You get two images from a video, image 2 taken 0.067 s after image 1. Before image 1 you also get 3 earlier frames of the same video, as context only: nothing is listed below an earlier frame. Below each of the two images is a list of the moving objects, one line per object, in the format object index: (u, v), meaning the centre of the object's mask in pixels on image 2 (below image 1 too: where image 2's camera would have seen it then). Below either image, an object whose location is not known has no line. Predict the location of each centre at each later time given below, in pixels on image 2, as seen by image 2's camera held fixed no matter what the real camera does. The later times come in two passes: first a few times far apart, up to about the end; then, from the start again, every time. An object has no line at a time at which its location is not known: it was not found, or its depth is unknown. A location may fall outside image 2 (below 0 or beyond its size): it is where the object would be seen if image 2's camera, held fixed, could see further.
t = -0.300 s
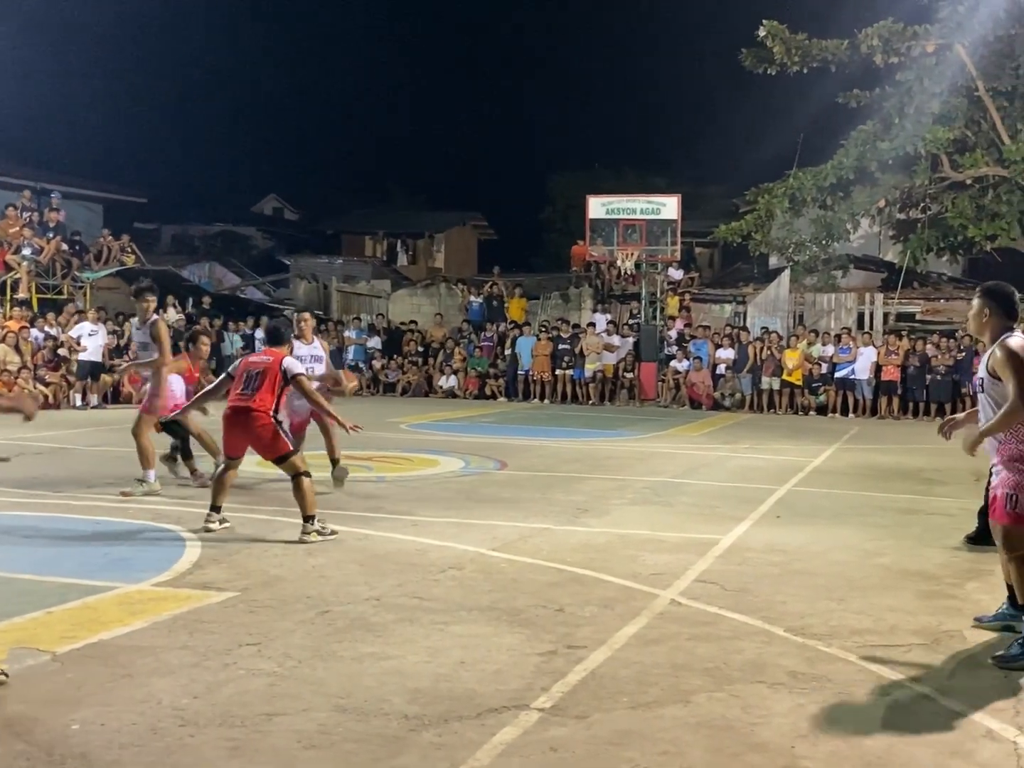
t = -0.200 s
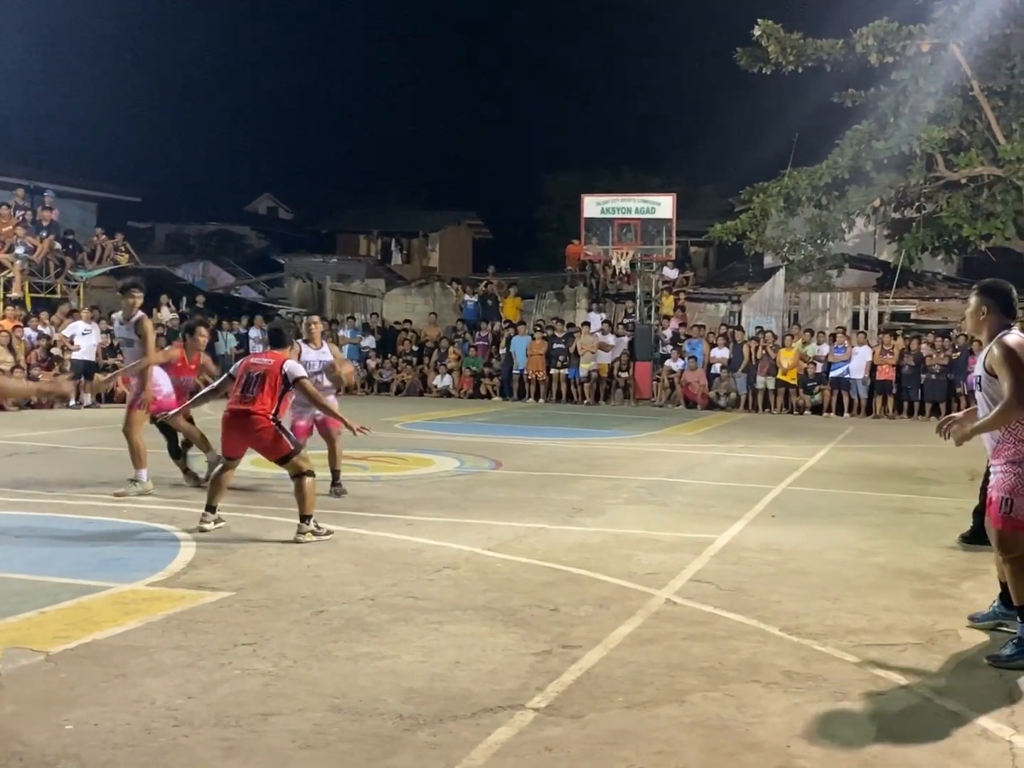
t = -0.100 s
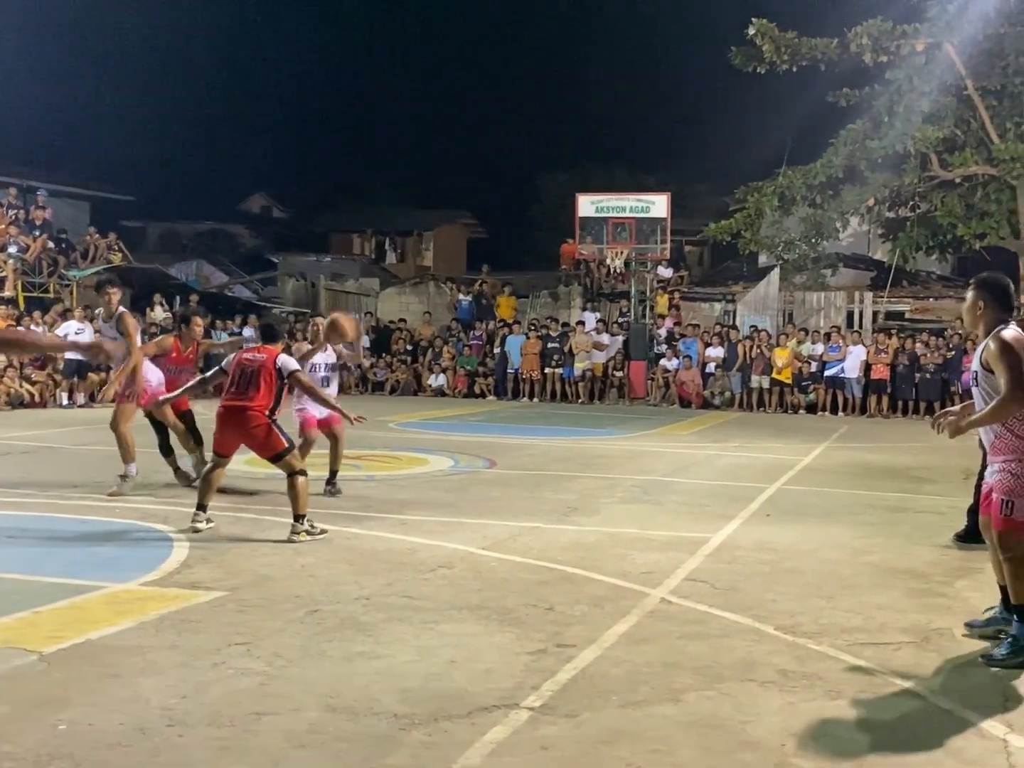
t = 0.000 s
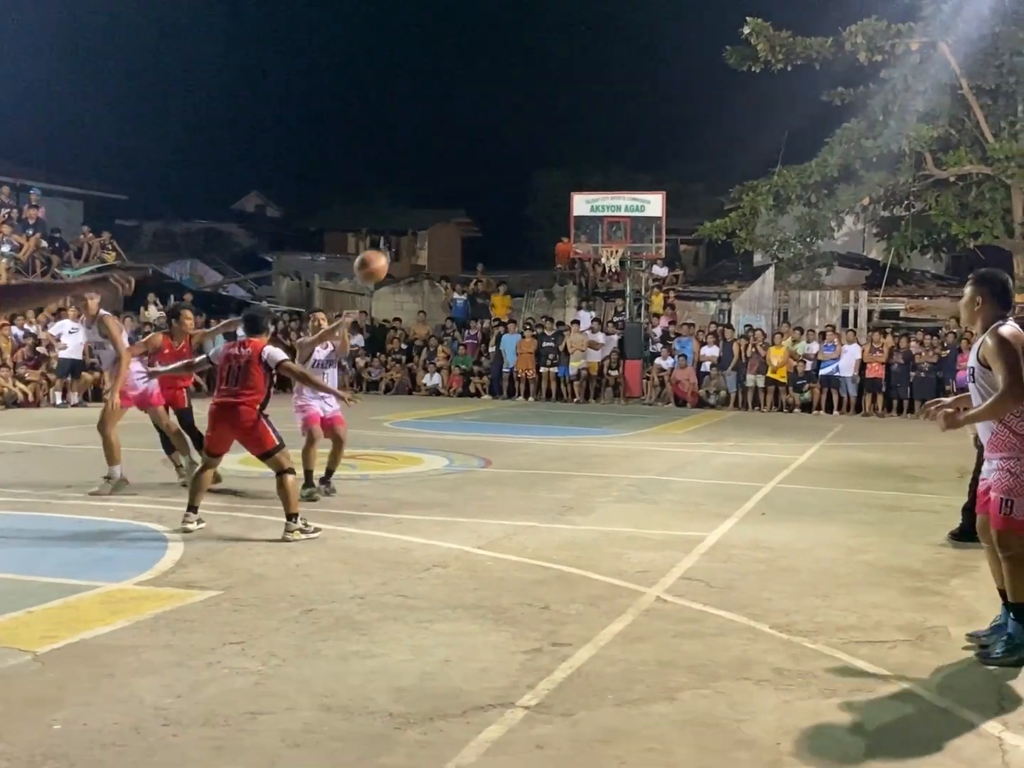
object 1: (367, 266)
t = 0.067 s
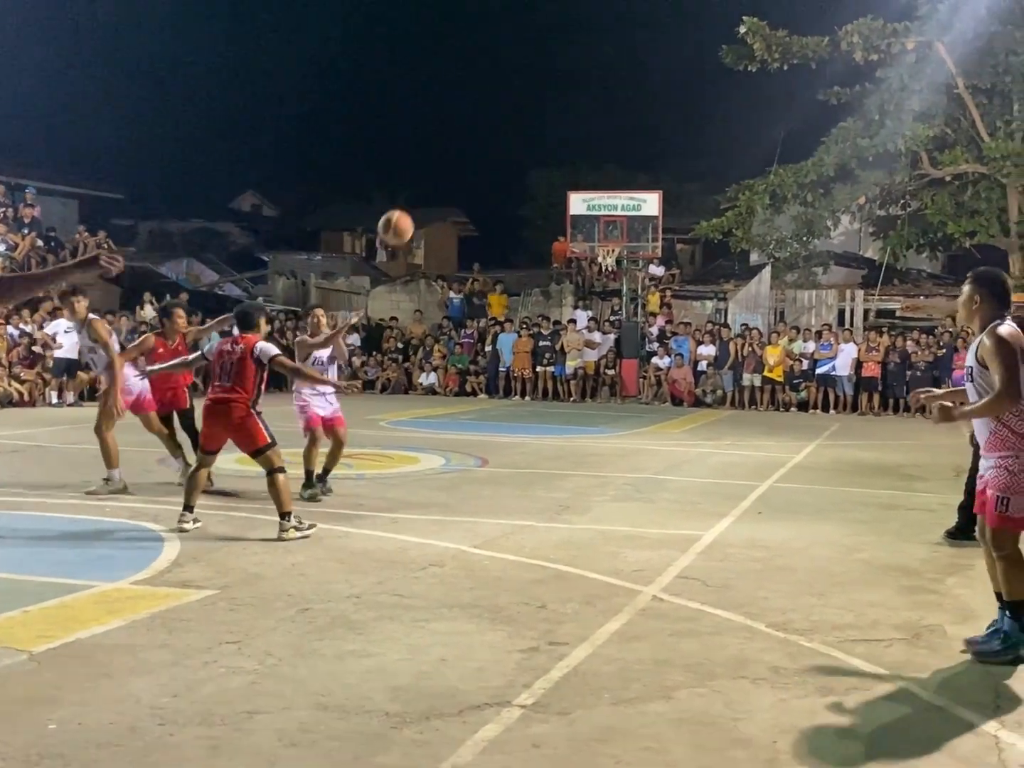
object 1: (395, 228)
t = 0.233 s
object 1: (476, 145)
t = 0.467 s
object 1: (621, 76)
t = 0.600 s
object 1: (733, 73)
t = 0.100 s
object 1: (411, 210)
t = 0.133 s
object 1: (426, 192)
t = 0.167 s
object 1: (442, 176)
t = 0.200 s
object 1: (458, 160)
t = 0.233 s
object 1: (476, 145)
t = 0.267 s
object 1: (494, 132)
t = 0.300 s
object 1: (513, 119)
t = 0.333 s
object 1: (533, 108)
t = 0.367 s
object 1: (552, 99)
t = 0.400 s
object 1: (573, 90)
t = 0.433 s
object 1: (596, 82)
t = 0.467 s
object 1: (621, 76)
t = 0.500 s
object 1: (647, 73)
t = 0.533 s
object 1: (674, 71)
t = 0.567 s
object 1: (703, 71)
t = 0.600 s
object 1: (733, 73)
